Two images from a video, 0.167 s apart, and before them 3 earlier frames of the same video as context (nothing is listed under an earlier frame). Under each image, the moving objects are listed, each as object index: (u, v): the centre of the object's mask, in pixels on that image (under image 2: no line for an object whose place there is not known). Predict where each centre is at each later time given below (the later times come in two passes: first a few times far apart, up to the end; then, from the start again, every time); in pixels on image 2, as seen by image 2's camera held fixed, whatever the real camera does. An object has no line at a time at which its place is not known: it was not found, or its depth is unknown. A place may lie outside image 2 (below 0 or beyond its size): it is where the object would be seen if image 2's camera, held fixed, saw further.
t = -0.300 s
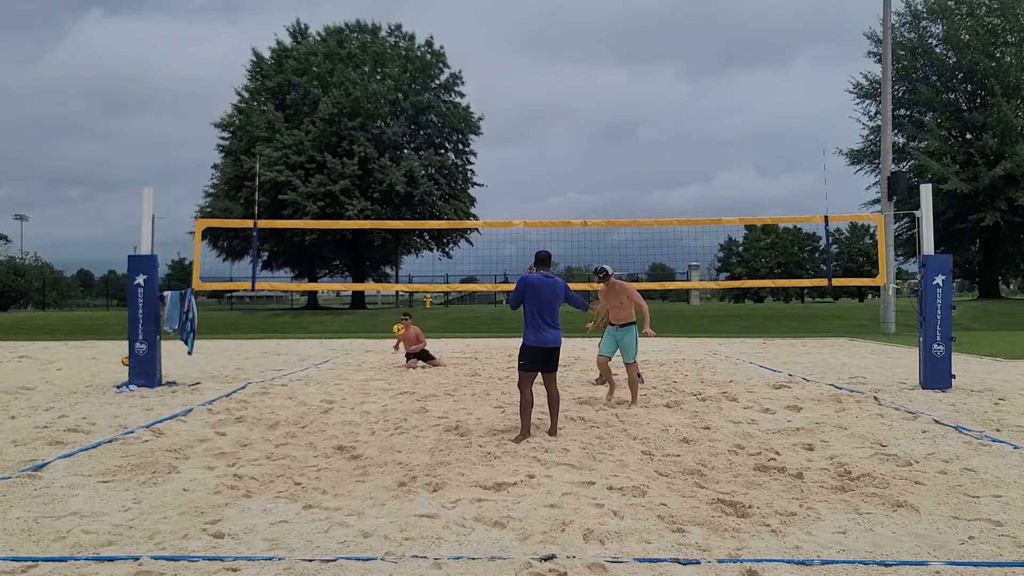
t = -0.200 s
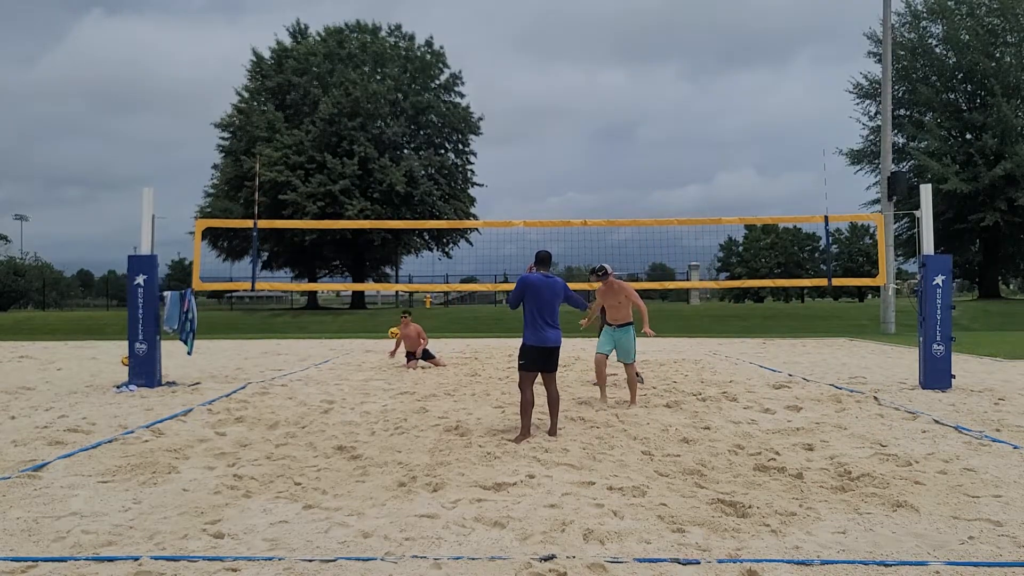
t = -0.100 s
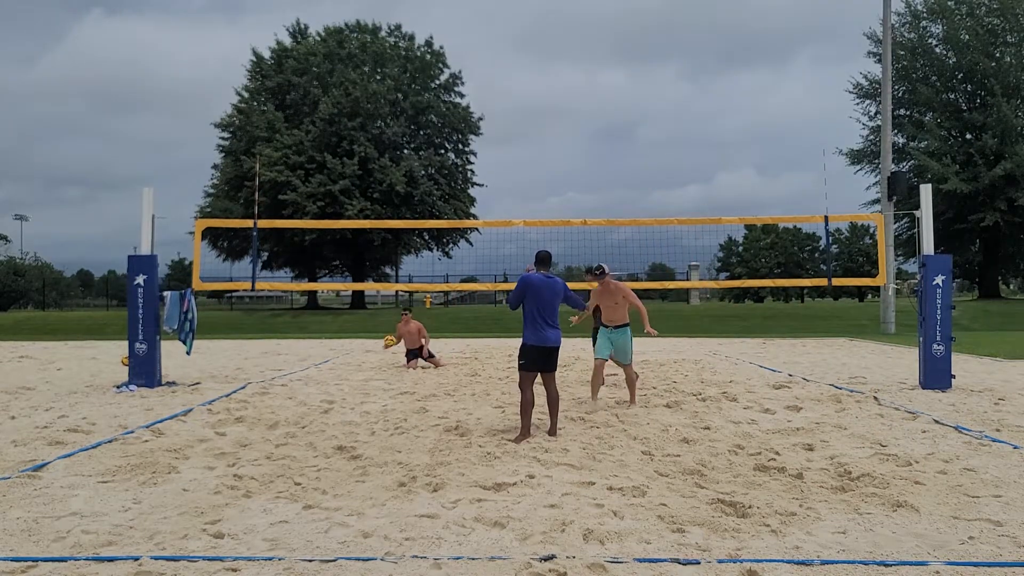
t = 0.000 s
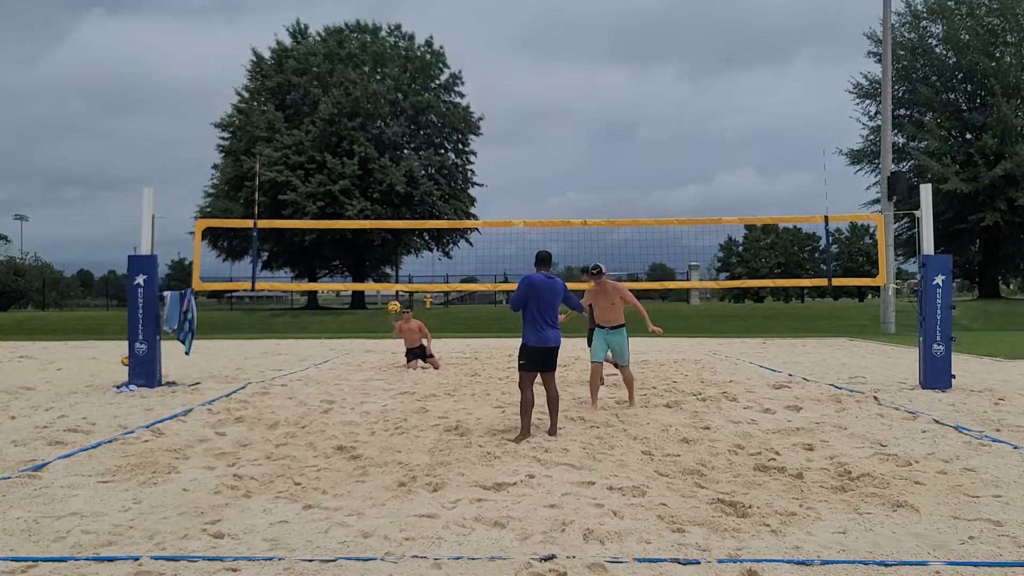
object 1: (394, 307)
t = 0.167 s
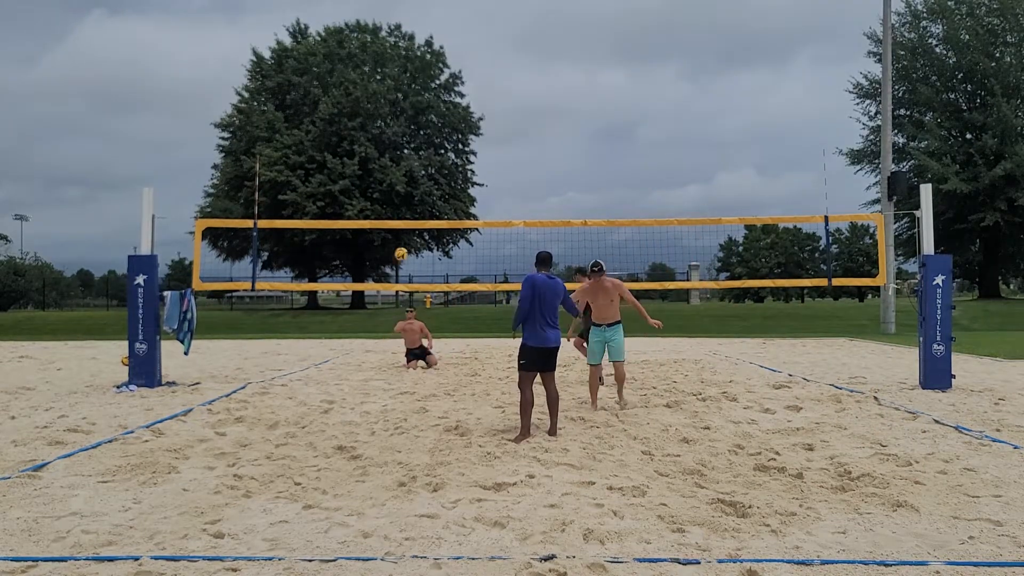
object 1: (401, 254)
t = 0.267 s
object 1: (406, 231)
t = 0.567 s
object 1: (424, 175)
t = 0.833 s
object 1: (444, 175)
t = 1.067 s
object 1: (464, 224)
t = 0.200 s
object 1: (402, 245)
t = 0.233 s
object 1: (404, 236)
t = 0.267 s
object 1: (406, 231)
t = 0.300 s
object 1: (407, 217)
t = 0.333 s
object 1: (409, 212)
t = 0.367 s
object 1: (411, 205)
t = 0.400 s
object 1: (413, 198)
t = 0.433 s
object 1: (415, 193)
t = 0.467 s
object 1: (417, 187)
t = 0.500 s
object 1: (420, 183)
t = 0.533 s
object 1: (422, 179)
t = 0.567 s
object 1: (424, 175)
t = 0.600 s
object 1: (427, 172)
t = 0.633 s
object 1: (429, 170)
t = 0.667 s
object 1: (432, 169)
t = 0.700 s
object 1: (434, 169)
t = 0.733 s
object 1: (437, 169)
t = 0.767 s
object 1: (439, 170)
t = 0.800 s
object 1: (442, 172)
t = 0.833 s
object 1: (444, 175)
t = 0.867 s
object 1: (447, 179)
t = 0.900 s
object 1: (450, 184)
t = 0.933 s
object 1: (452, 190)
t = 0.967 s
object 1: (455, 197)
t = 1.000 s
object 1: (458, 205)
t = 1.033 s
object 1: (461, 213)
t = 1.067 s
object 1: (464, 224)
